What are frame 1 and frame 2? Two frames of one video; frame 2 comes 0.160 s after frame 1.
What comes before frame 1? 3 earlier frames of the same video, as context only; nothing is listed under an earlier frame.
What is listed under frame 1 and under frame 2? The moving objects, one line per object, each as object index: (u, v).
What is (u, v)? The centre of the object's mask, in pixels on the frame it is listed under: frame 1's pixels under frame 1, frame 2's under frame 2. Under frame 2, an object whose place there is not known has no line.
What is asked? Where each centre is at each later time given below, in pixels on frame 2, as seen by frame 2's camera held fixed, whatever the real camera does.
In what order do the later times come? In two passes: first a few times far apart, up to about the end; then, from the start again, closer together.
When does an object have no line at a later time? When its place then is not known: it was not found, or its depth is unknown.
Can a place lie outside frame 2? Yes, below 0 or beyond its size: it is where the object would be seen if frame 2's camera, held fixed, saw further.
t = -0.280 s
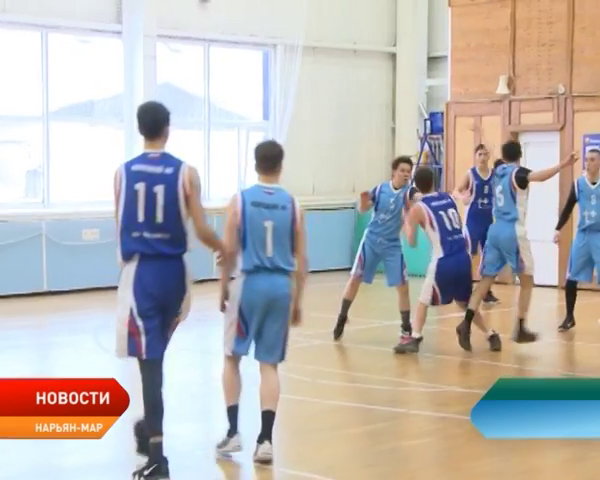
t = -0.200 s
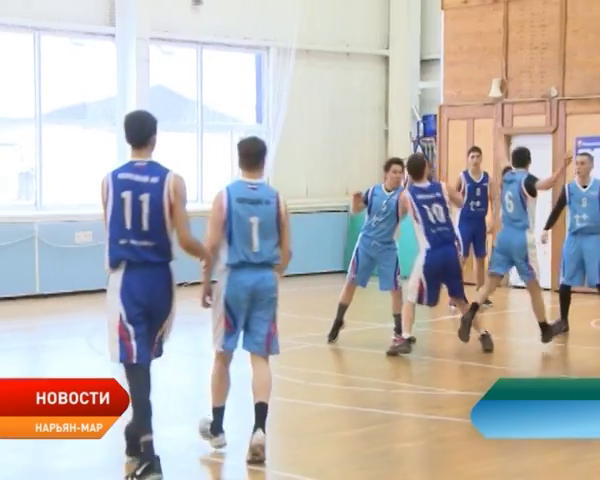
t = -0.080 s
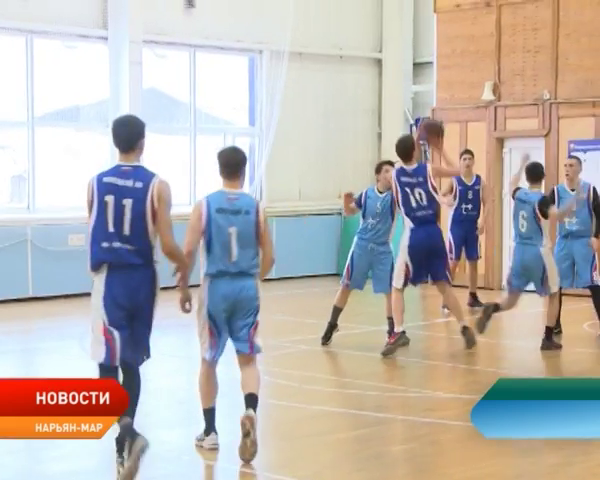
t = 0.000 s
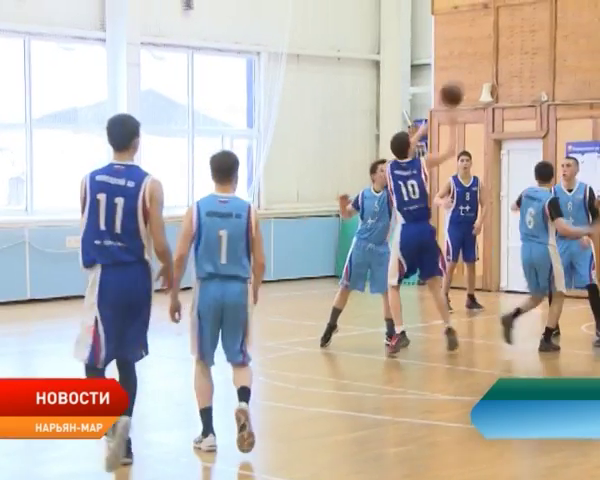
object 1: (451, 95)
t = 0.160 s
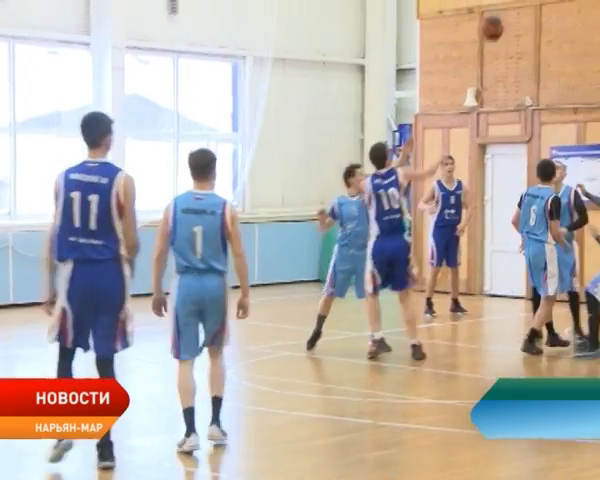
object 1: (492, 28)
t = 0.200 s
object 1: (506, 14)
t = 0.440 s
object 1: (581, -20)
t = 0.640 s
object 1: (638, -12)
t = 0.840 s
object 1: (671, 21)
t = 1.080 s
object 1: (624, 29)
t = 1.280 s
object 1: (603, 66)
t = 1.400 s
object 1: (591, 105)
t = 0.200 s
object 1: (506, 14)
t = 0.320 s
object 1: (544, -6)
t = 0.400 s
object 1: (569, -16)
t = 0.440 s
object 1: (581, -20)
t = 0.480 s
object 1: (593, -23)
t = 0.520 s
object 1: (604, -25)
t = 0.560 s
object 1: (616, -22)
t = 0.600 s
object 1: (627, -18)
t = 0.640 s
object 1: (638, -12)
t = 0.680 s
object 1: (648, -5)
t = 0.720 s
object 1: (659, 5)
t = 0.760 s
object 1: (669, 14)
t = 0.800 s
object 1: (677, 21)
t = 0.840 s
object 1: (671, 21)
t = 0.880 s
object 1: (663, 20)
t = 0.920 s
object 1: (656, 20)
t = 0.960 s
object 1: (647, 20)
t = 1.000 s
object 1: (640, 22)
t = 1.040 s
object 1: (633, 25)
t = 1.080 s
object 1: (624, 29)
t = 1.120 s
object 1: (620, 34)
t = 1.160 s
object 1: (616, 39)
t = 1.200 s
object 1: (612, 46)
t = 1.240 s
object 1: (607, 56)
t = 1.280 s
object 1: (603, 66)
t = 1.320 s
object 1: (598, 78)
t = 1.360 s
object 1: (594, 91)
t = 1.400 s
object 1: (591, 105)
